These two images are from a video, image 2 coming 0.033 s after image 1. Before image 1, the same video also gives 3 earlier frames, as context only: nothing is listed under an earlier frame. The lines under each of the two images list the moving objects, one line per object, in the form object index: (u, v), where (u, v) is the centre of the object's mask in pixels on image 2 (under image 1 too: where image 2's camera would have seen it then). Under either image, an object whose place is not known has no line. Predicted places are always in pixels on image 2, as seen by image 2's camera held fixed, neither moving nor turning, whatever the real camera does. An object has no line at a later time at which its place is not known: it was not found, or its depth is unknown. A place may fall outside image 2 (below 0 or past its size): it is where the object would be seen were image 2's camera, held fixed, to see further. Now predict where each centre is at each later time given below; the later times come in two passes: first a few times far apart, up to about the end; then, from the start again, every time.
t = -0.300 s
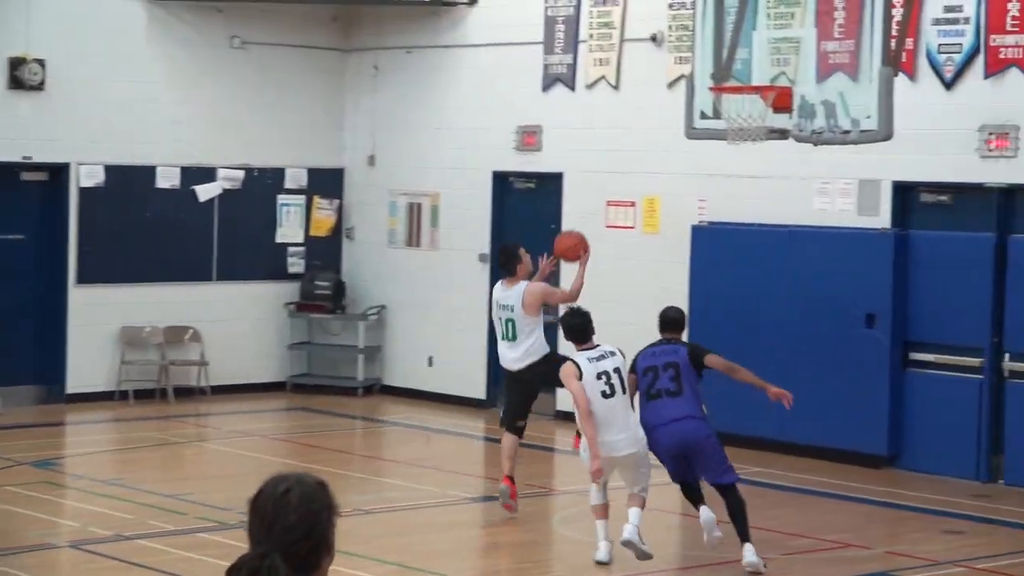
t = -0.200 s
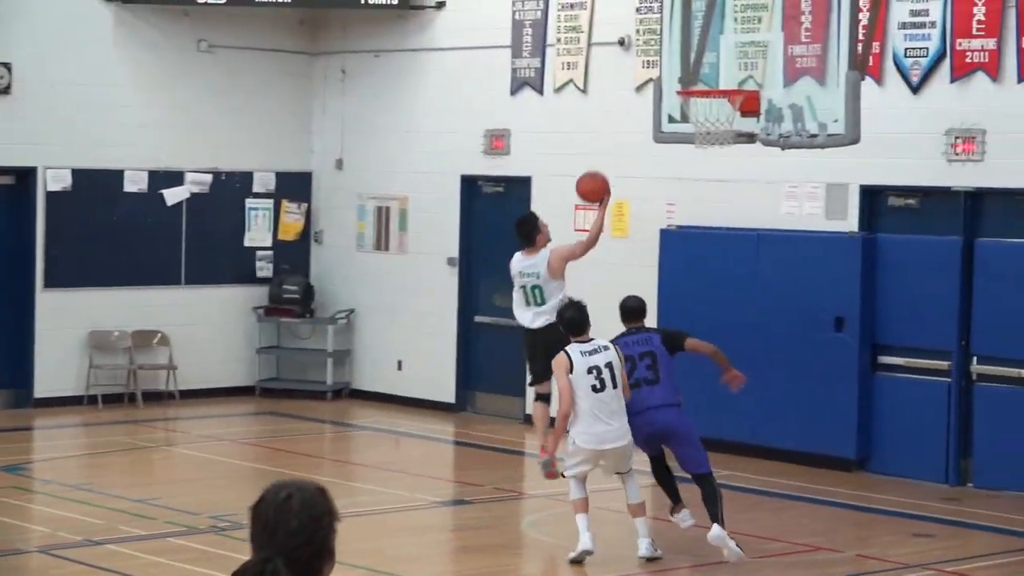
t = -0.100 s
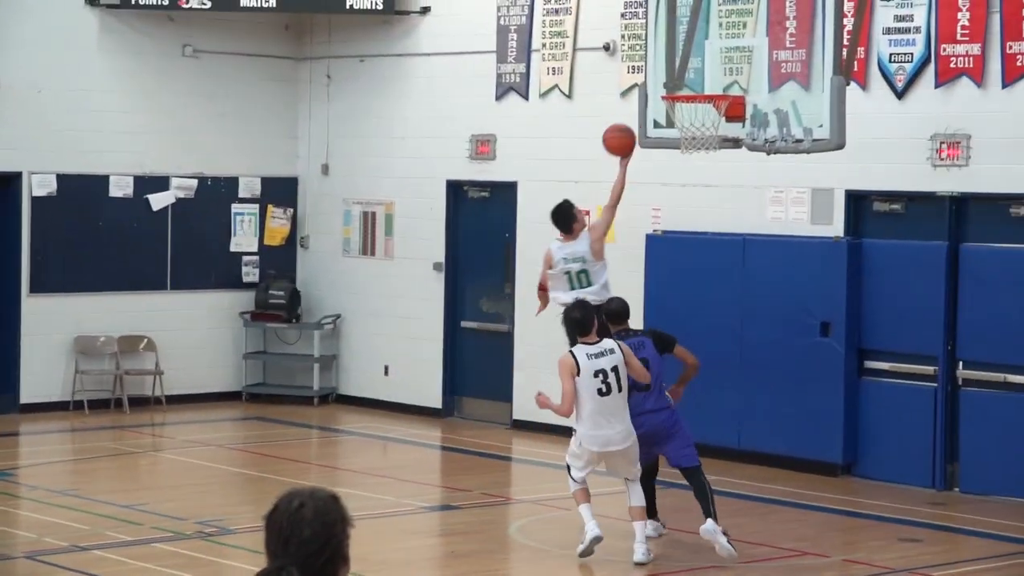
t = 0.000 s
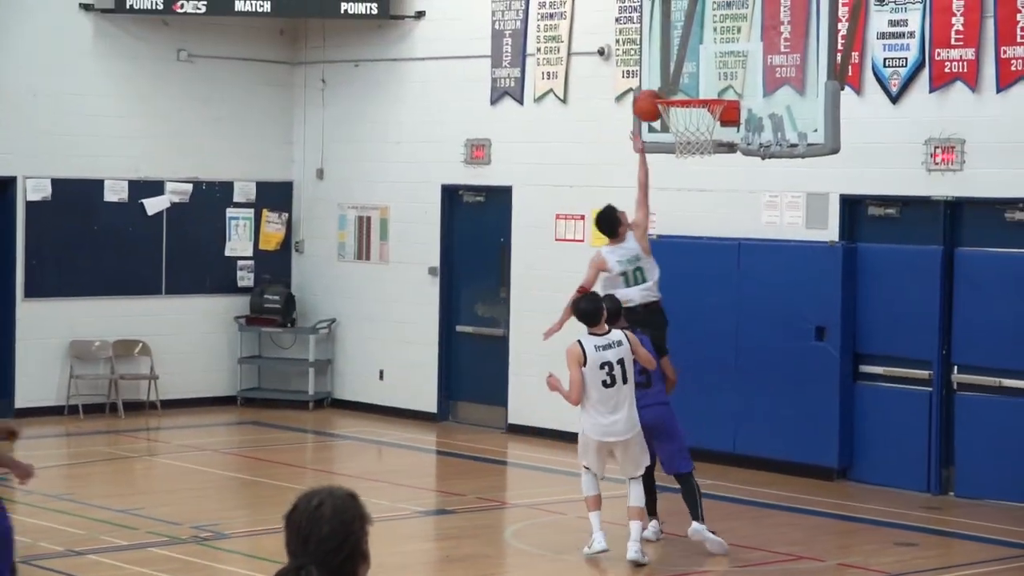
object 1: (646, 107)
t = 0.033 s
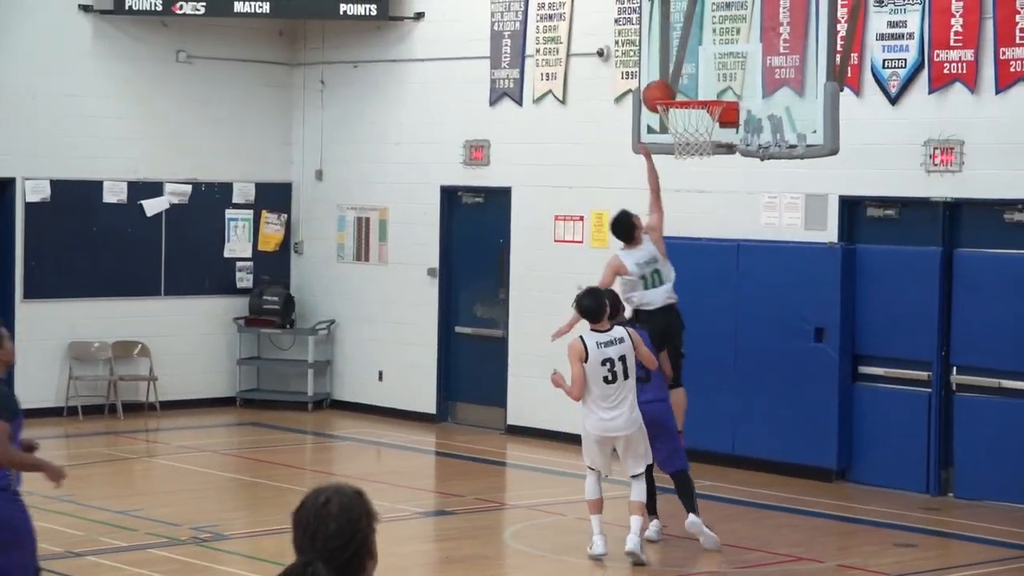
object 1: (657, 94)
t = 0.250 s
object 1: (692, 67)
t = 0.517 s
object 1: (687, 99)
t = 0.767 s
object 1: (706, 142)
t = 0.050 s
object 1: (663, 90)
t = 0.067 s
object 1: (669, 87)
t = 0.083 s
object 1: (675, 84)
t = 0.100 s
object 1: (681, 81)
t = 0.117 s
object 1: (686, 78)
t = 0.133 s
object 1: (692, 75)
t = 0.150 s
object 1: (695, 73)
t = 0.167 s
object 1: (694, 71)
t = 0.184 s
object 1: (693, 69)
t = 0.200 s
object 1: (693, 68)
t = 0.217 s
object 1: (693, 67)
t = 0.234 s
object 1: (692, 67)
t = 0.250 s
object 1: (692, 67)
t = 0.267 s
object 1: (691, 67)
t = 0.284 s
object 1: (690, 68)
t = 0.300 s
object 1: (689, 69)
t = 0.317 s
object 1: (689, 71)
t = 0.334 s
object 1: (688, 73)
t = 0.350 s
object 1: (688, 75)
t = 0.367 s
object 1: (687, 78)
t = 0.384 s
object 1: (687, 81)
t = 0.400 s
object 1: (686, 84)
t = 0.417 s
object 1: (685, 87)
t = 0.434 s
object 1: (685, 89)
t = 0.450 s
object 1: (685, 93)
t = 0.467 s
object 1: (684, 94)
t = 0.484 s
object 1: (685, 96)
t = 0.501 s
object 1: (686, 97)
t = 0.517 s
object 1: (687, 99)
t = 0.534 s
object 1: (688, 101)
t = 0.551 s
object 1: (689, 104)
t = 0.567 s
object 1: (690, 107)
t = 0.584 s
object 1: (690, 110)
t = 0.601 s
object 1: (692, 112)
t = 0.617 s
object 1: (694, 116)
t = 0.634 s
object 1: (697, 118)
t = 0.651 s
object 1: (699, 120)
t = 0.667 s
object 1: (701, 123)
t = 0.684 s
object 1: (703, 127)
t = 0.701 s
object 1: (703, 131)
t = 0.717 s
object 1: (704, 135)
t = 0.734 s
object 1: (705, 138)
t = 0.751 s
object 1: (706, 140)
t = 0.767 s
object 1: (706, 142)
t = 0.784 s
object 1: (706, 144)
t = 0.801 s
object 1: (705, 146)
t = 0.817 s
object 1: (703, 155)
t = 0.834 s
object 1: (702, 156)
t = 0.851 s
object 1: (702, 157)
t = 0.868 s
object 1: (702, 160)
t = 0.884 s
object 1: (701, 162)
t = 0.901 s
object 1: (701, 166)
